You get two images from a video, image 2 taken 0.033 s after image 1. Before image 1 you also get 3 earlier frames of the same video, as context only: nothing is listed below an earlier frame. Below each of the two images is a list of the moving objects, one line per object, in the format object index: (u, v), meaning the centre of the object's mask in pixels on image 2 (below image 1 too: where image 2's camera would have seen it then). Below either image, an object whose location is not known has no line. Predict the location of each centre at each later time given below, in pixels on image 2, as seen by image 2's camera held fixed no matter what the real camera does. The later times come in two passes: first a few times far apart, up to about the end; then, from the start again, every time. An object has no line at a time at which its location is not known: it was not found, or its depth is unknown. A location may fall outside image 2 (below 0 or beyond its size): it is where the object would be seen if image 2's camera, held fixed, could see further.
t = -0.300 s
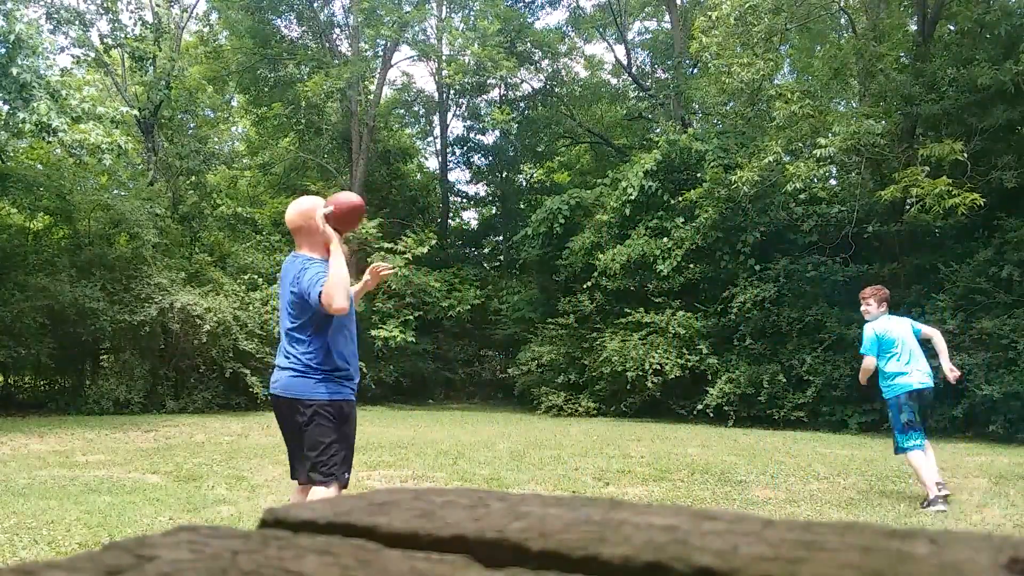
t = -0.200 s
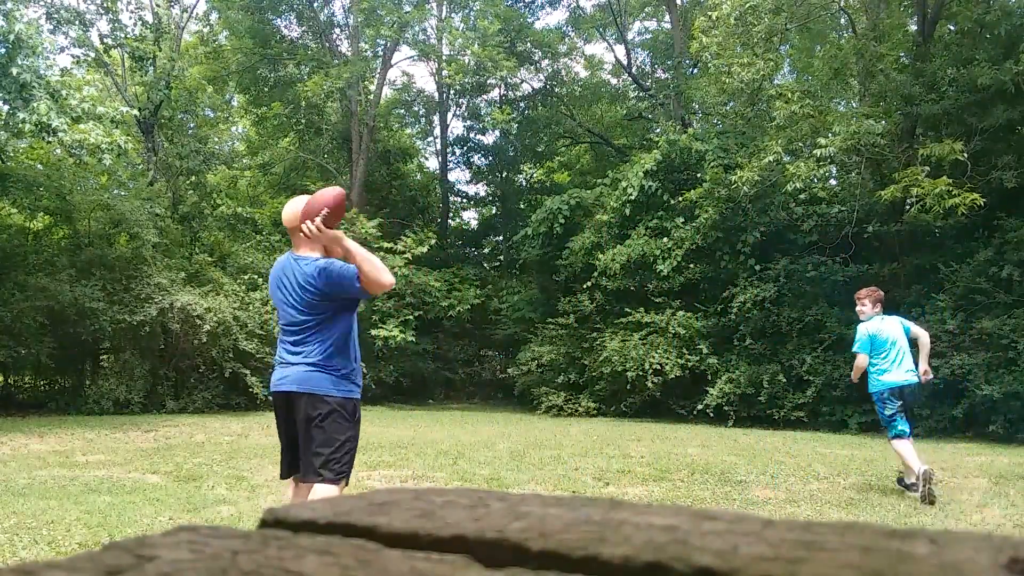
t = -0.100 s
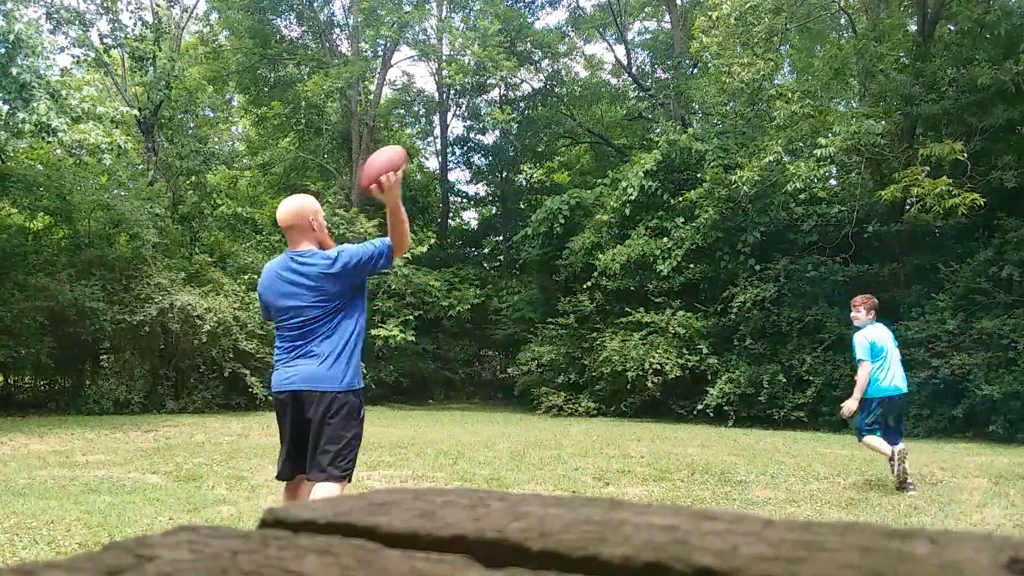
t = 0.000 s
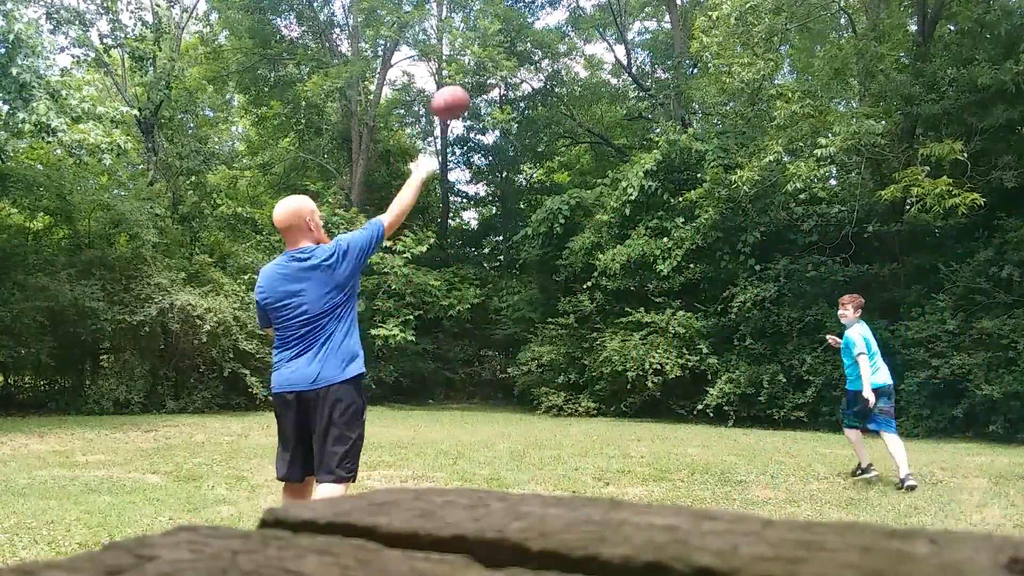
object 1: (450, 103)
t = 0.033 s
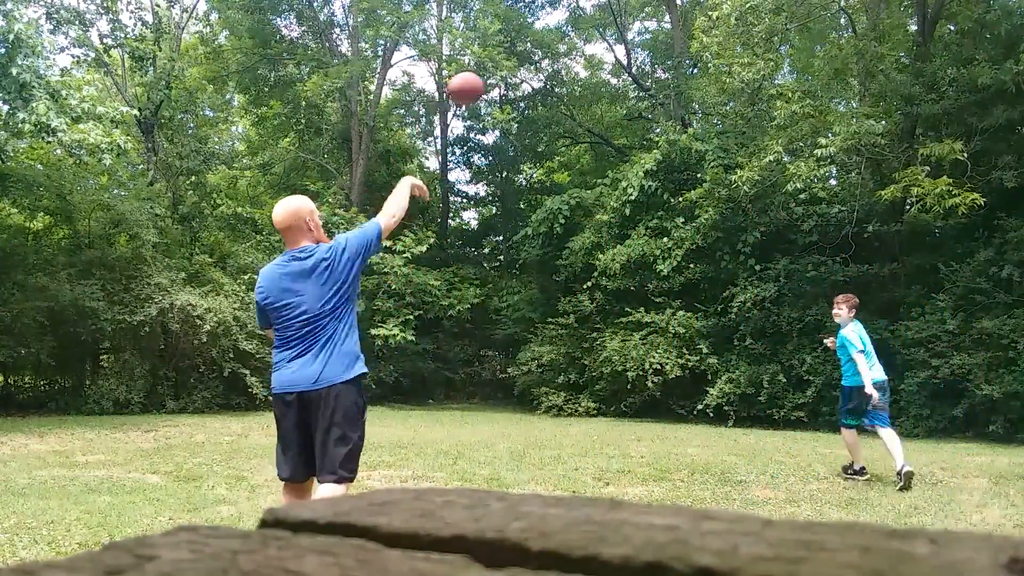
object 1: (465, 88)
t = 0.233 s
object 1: (531, 60)
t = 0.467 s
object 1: (577, 100)
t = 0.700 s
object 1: (606, 178)
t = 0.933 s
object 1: (628, 275)
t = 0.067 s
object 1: (479, 78)
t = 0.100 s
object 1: (491, 70)
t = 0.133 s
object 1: (502, 63)
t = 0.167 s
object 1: (512, 60)
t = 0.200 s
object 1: (522, 59)
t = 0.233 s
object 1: (531, 60)
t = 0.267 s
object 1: (539, 63)
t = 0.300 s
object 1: (546, 66)
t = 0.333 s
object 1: (552, 70)
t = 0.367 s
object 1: (560, 76)
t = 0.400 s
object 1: (565, 83)
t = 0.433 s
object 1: (572, 91)
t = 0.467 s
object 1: (577, 100)
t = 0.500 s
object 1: (582, 110)
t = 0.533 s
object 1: (586, 119)
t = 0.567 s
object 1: (591, 130)
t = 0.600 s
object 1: (596, 141)
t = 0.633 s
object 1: (600, 152)
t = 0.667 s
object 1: (604, 165)
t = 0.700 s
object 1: (606, 178)
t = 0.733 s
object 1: (609, 190)
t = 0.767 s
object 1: (614, 203)
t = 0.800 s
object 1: (616, 216)
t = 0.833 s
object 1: (620, 231)
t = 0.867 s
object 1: (623, 245)
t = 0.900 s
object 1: (625, 261)
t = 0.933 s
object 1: (628, 275)
